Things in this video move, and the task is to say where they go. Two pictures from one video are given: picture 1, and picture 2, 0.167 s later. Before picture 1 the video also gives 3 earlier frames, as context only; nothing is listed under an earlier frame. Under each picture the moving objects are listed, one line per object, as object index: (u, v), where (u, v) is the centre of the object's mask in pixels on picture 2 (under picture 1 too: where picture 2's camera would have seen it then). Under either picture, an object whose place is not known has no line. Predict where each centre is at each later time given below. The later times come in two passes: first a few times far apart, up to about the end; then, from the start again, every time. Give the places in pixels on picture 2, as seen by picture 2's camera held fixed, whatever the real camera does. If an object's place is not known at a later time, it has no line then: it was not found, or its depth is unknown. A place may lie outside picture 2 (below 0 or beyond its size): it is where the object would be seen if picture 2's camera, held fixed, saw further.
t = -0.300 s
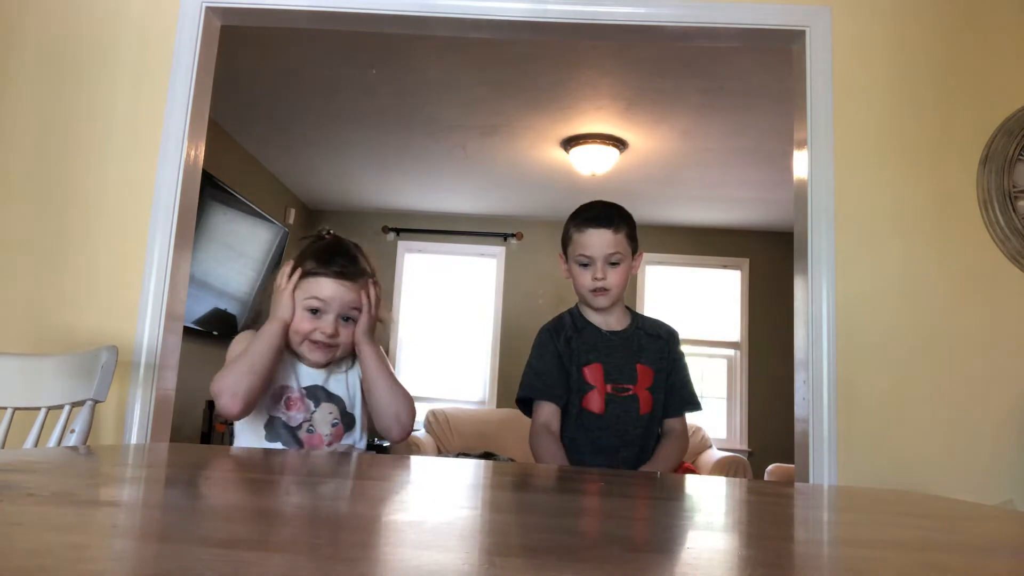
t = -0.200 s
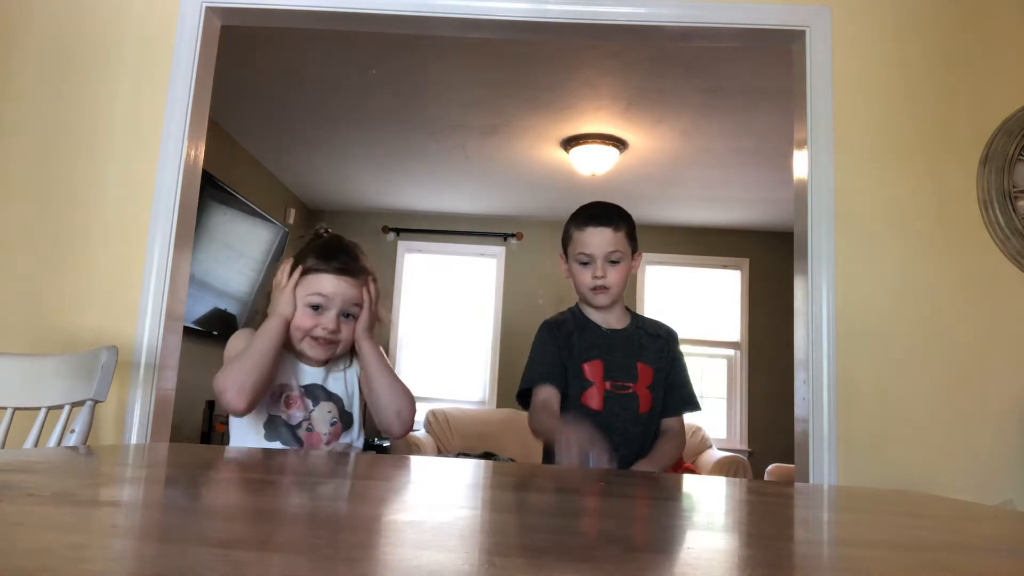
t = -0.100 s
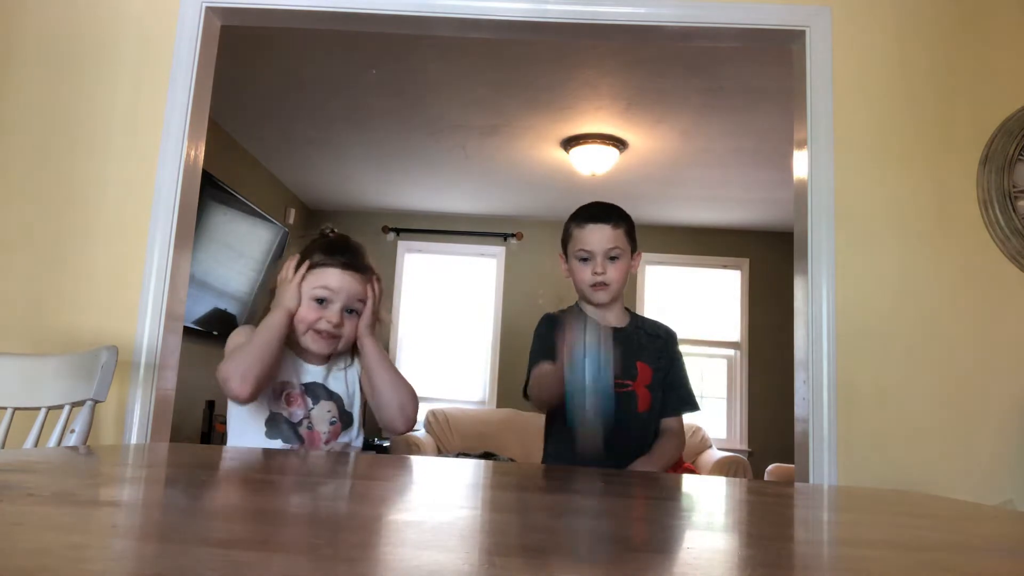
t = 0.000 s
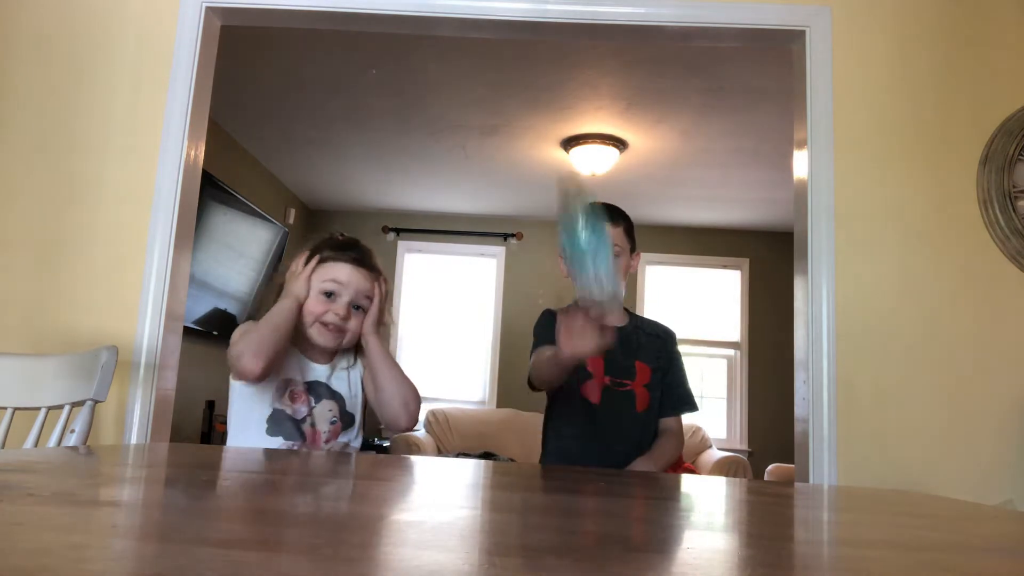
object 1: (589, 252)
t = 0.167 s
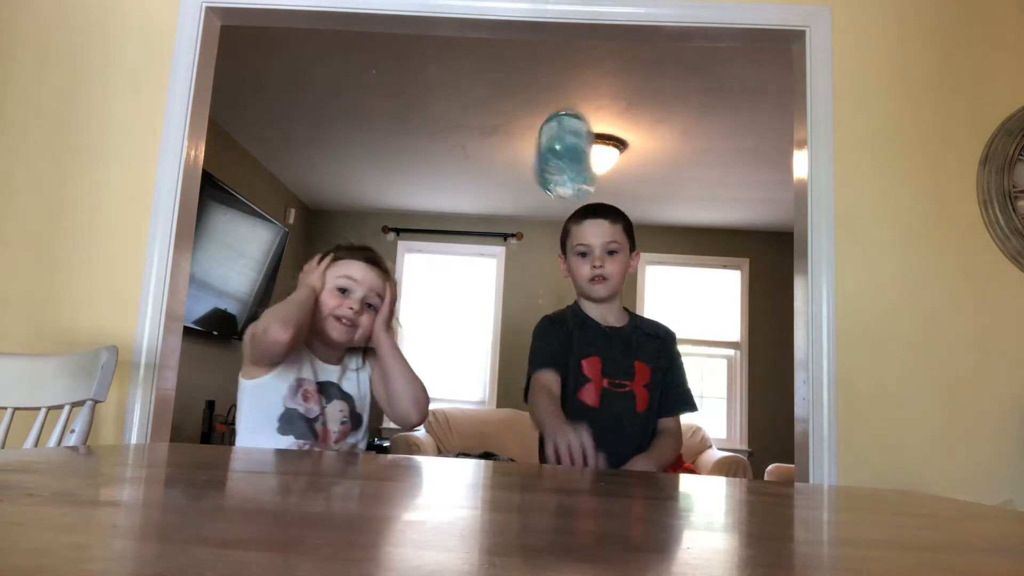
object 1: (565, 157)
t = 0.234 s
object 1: (545, 174)
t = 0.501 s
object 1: (469, 445)
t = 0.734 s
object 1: (416, 449)
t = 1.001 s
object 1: (399, 451)
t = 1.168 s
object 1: (407, 453)
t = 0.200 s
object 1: (556, 163)
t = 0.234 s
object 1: (545, 174)
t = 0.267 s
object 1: (536, 195)
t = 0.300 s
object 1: (530, 228)
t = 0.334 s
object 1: (520, 275)
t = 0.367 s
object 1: (514, 340)
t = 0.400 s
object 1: (495, 432)
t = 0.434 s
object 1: (483, 436)
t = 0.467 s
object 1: (477, 439)
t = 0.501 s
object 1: (469, 445)
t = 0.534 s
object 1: (454, 447)
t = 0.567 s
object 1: (445, 447)
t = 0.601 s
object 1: (439, 449)
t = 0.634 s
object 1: (436, 449)
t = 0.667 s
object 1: (431, 450)
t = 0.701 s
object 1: (423, 450)
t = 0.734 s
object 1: (416, 449)
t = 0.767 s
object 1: (410, 450)
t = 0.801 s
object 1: (406, 450)
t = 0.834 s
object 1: (404, 451)
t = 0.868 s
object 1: (402, 452)
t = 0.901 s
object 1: (401, 452)
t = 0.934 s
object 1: (399, 451)
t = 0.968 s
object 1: (399, 451)
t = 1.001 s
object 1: (399, 451)
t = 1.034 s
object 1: (401, 452)
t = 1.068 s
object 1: (403, 452)
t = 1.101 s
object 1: (404, 453)
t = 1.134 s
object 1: (406, 453)
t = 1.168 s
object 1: (407, 453)
